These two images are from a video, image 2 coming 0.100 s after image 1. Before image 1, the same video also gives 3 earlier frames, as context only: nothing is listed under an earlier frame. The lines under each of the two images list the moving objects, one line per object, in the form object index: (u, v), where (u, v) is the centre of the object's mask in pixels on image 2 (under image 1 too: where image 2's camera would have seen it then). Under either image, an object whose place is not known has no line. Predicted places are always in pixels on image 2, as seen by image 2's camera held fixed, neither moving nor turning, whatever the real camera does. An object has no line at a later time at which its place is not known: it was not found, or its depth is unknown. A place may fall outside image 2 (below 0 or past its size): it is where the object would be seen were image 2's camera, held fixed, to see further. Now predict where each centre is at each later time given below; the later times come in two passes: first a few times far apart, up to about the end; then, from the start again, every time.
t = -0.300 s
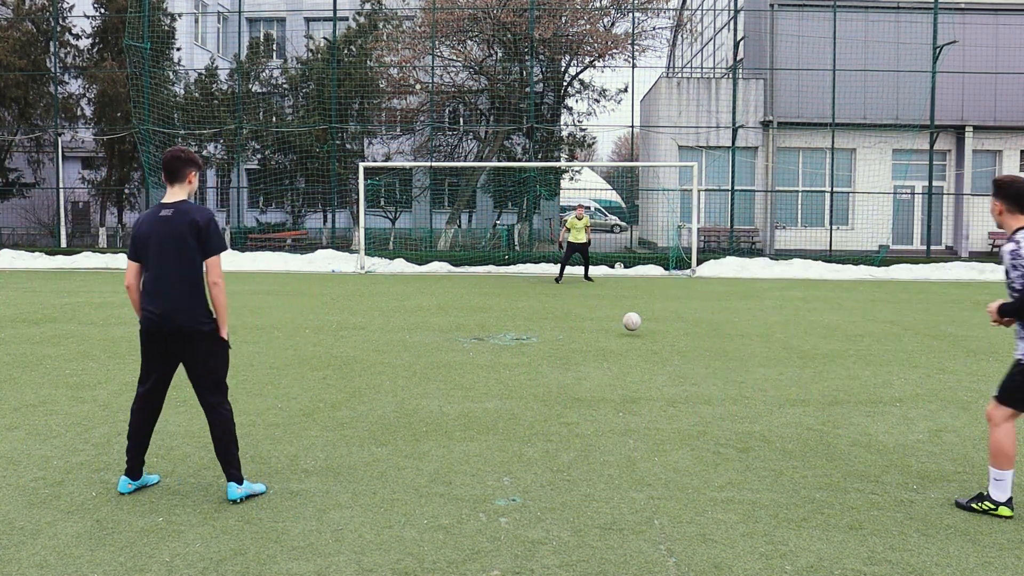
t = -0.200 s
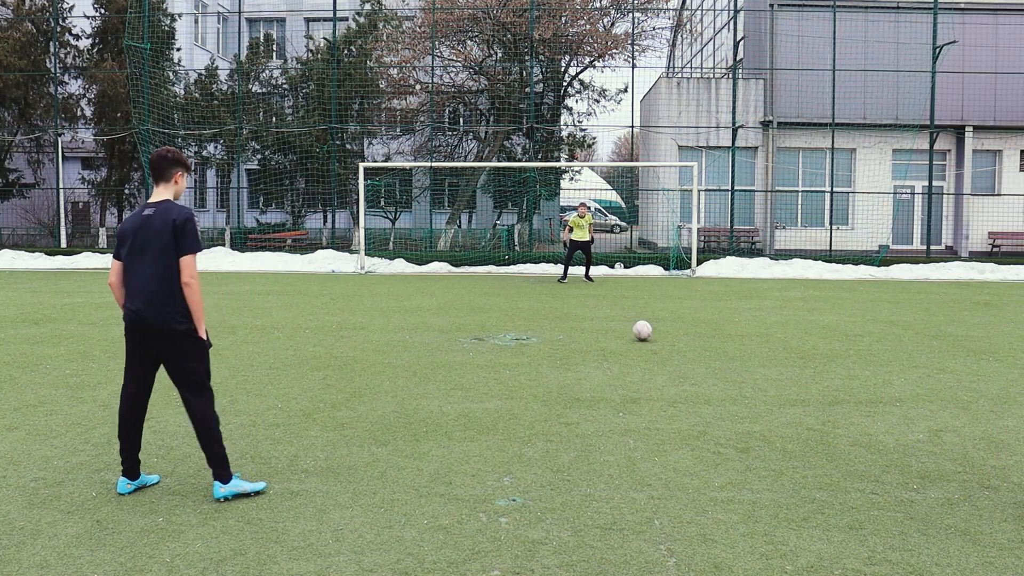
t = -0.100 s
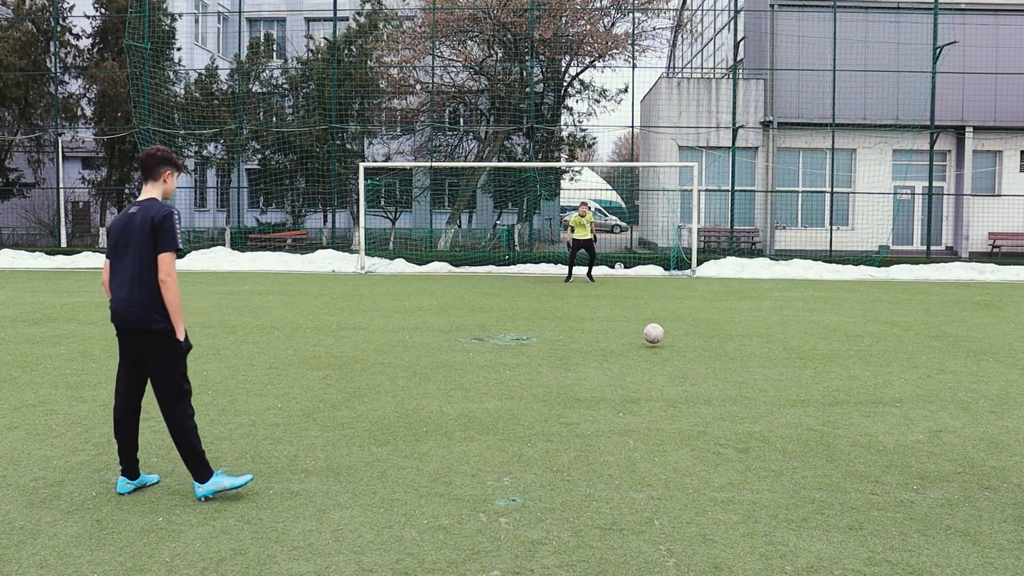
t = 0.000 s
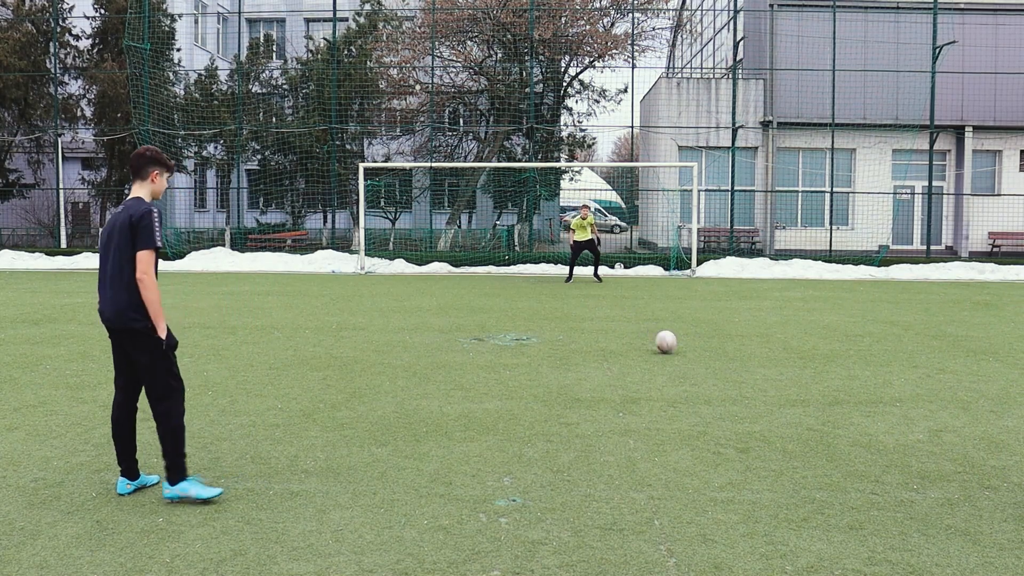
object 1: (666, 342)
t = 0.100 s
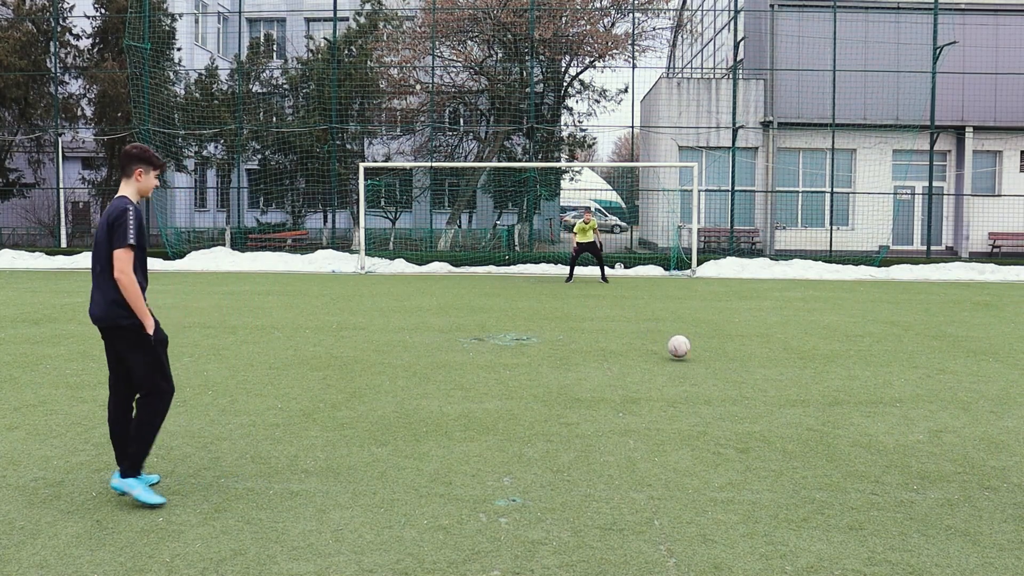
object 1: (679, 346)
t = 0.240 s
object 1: (699, 358)
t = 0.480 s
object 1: (740, 382)
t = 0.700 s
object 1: (789, 406)
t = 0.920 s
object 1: (852, 436)
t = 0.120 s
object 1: (681, 347)
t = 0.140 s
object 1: (684, 349)
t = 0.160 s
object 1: (687, 352)
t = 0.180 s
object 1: (690, 354)
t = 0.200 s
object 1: (693, 357)
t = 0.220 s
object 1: (696, 358)
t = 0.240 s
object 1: (699, 358)
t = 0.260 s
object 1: (702, 359)
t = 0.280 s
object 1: (705, 361)
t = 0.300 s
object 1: (709, 363)
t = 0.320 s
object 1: (712, 366)
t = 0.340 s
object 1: (715, 368)
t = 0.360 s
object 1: (719, 371)
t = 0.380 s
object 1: (722, 372)
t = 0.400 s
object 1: (726, 372)
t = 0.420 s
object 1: (729, 374)
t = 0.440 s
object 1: (733, 376)
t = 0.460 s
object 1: (737, 379)
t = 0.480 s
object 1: (740, 382)
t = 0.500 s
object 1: (745, 384)
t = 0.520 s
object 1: (749, 385)
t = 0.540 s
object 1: (753, 386)
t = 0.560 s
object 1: (757, 387)
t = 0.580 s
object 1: (761, 390)
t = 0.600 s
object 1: (766, 392)
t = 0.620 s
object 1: (771, 396)
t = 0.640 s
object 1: (775, 400)
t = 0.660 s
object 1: (780, 401)
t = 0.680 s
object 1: (784, 403)
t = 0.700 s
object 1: (789, 406)
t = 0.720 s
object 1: (794, 408)
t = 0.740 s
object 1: (800, 411)
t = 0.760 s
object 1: (805, 414)
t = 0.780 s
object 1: (811, 416)
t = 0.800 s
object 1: (816, 418)
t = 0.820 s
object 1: (821, 421)
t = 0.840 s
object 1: (827, 424)
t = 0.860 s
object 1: (833, 428)
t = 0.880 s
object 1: (839, 430)
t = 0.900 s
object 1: (845, 432)
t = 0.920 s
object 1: (852, 436)
